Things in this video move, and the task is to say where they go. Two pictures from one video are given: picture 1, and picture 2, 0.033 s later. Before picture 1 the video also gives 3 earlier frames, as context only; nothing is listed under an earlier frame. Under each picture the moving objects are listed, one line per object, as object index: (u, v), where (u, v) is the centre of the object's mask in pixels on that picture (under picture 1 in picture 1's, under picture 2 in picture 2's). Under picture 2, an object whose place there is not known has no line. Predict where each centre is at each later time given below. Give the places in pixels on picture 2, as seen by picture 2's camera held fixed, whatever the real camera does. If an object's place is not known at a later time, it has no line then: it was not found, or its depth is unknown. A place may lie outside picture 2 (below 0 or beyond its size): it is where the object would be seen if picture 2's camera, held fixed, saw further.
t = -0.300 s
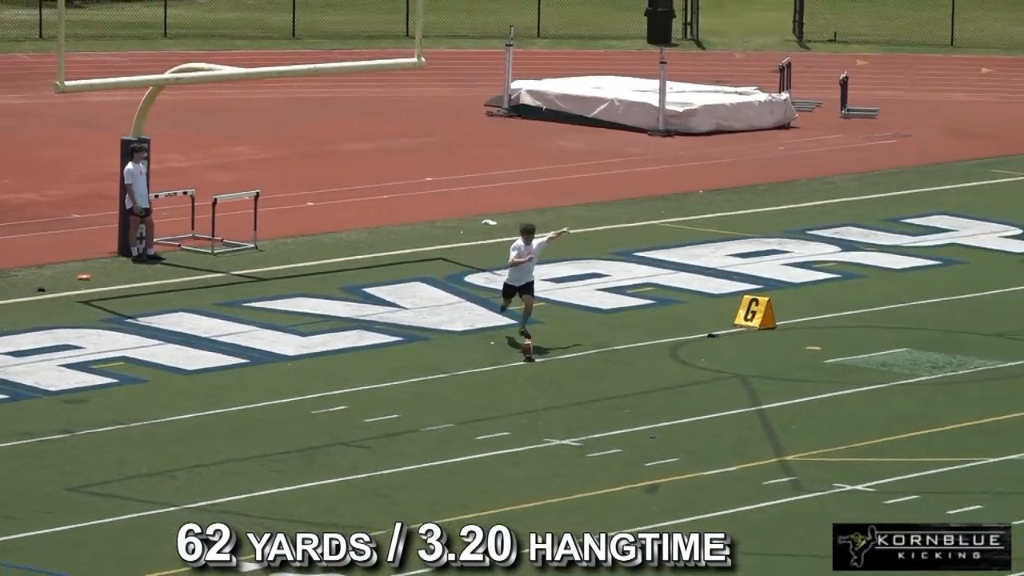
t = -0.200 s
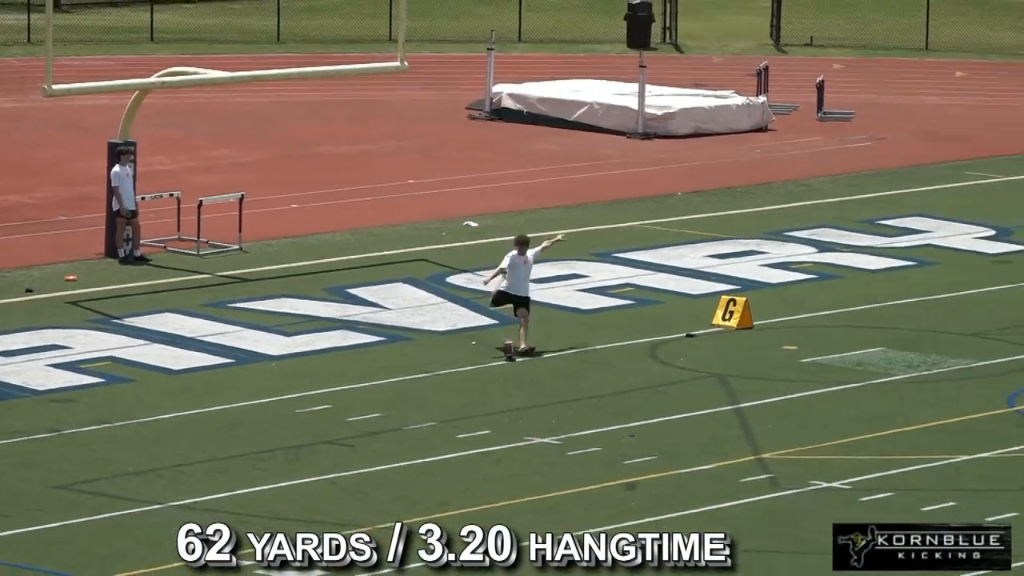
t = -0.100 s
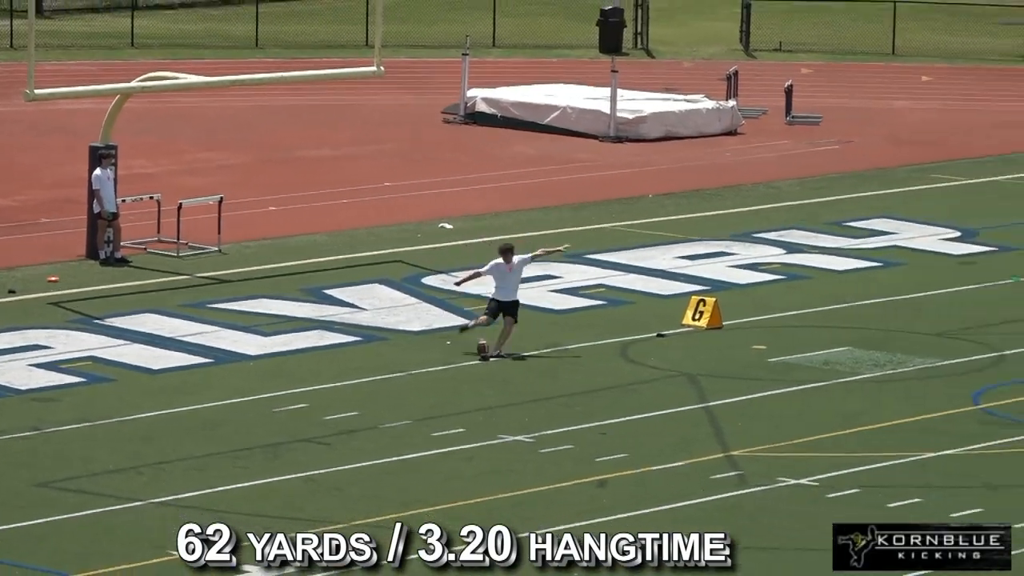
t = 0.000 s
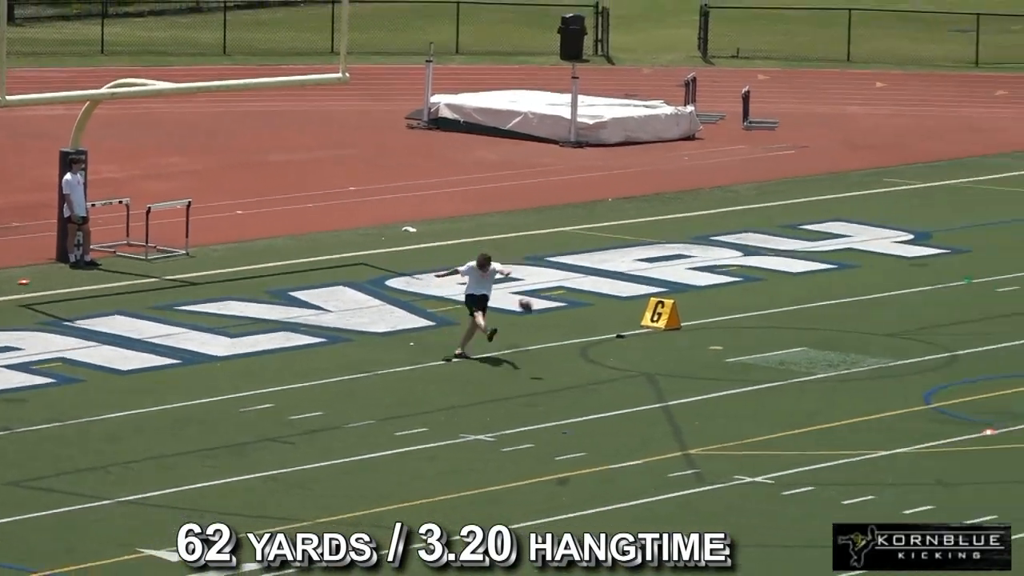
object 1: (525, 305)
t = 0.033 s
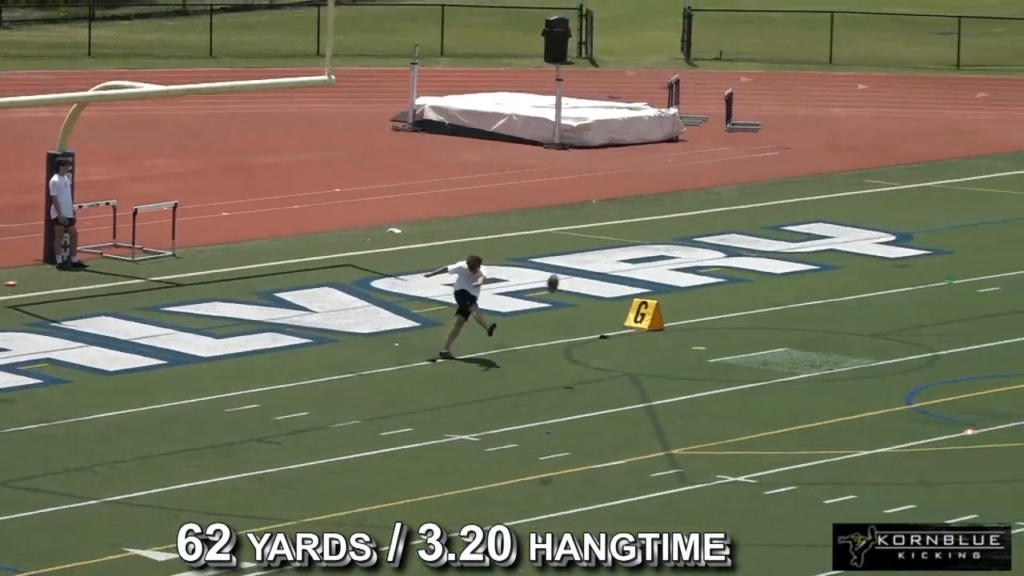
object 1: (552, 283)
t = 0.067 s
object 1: (596, 259)
